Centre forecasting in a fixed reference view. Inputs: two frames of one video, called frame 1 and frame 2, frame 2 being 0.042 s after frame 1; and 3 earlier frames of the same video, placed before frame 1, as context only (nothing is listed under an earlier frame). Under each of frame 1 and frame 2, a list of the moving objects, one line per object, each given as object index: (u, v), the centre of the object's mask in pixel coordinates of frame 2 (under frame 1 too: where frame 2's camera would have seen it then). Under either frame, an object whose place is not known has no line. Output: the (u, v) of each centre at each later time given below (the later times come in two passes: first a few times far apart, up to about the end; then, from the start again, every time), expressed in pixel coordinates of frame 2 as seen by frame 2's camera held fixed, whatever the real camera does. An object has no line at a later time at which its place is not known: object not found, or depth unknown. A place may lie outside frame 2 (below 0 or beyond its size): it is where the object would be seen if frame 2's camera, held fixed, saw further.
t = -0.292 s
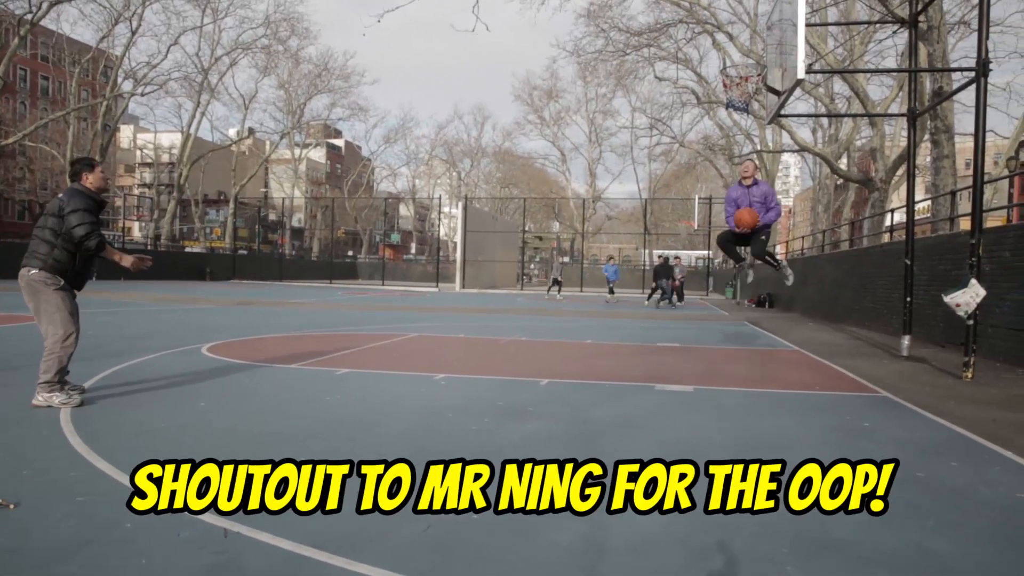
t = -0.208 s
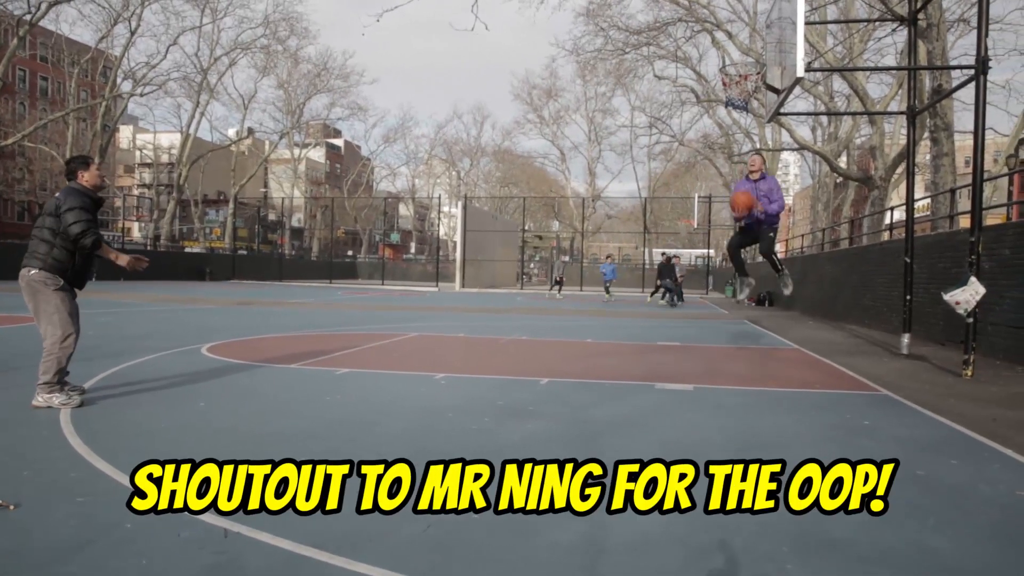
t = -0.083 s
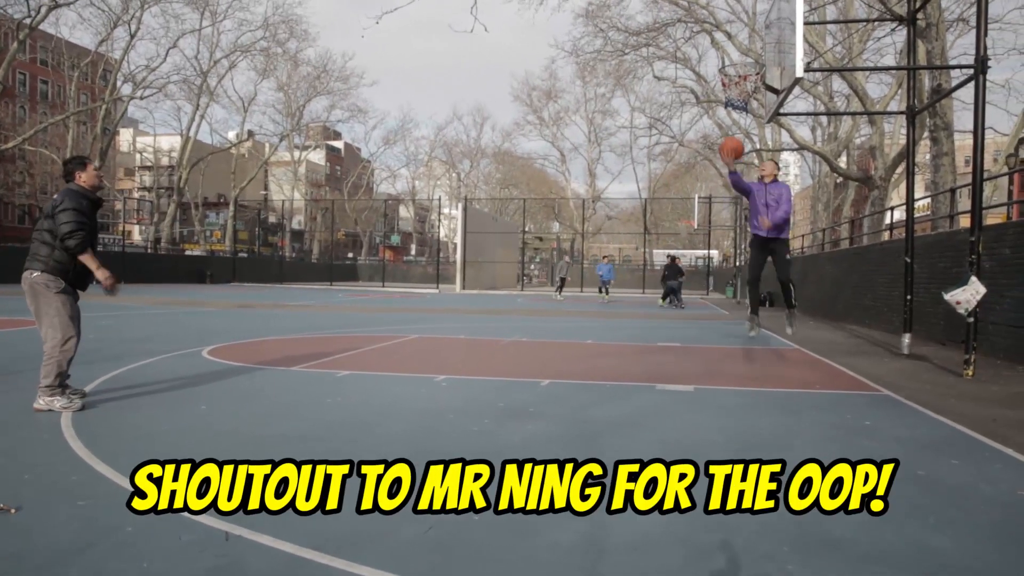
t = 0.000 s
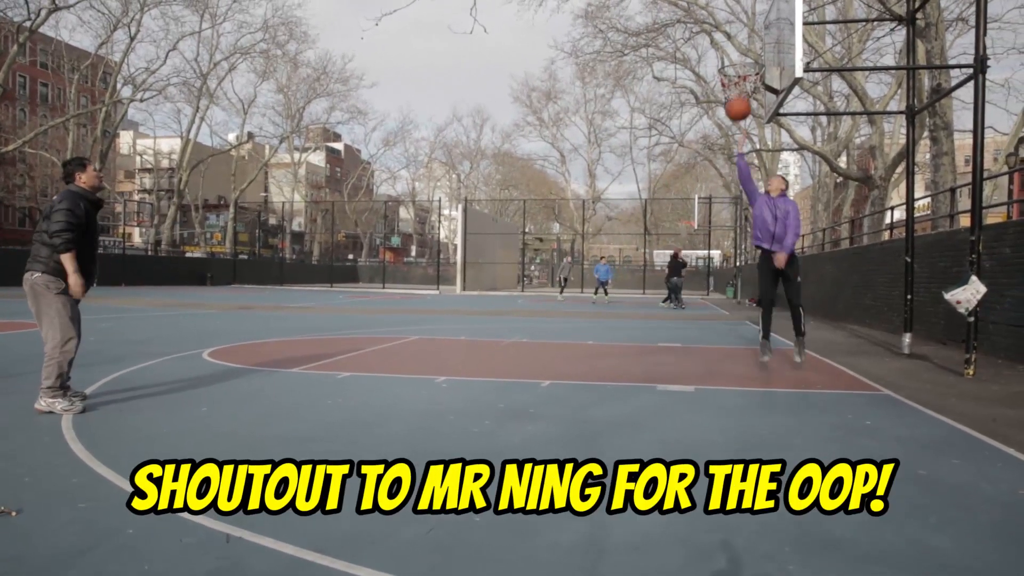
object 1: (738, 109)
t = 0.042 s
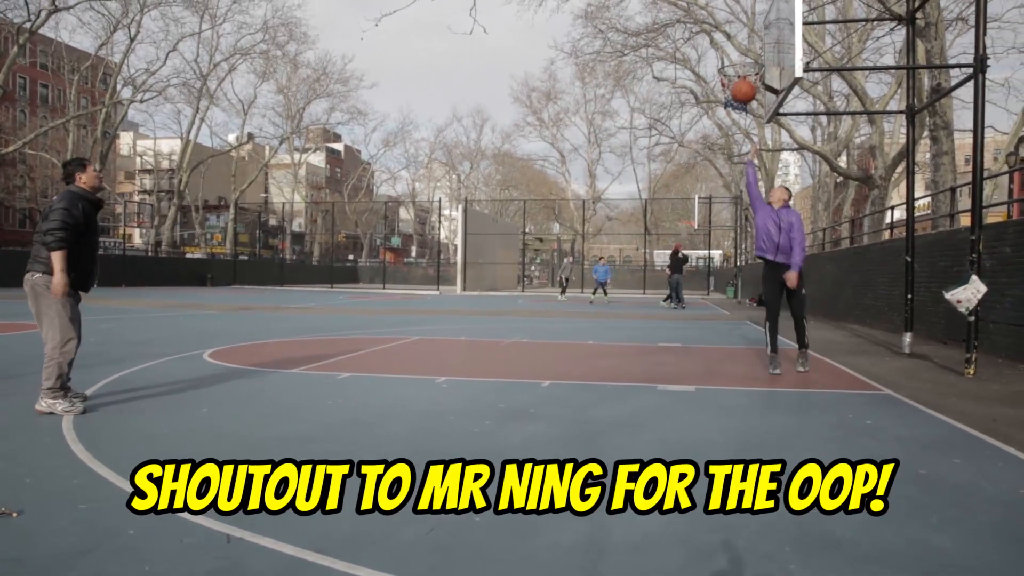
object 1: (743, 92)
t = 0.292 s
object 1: (772, 29)
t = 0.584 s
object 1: (748, 48)
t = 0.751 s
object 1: (738, 55)
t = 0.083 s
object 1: (749, 76)
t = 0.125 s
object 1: (754, 63)
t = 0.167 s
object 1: (760, 51)
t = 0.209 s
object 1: (765, 41)
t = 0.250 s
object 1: (770, 33)
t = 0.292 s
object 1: (772, 29)
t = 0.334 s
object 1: (768, 30)
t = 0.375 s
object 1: (764, 33)
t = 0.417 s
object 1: (760, 37)
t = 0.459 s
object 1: (756, 44)
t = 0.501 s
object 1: (753, 51)
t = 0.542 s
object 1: (750, 50)
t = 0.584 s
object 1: (748, 48)
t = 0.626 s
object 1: (746, 48)
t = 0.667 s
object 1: (743, 49)
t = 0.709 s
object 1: (741, 52)
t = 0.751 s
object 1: (738, 55)
